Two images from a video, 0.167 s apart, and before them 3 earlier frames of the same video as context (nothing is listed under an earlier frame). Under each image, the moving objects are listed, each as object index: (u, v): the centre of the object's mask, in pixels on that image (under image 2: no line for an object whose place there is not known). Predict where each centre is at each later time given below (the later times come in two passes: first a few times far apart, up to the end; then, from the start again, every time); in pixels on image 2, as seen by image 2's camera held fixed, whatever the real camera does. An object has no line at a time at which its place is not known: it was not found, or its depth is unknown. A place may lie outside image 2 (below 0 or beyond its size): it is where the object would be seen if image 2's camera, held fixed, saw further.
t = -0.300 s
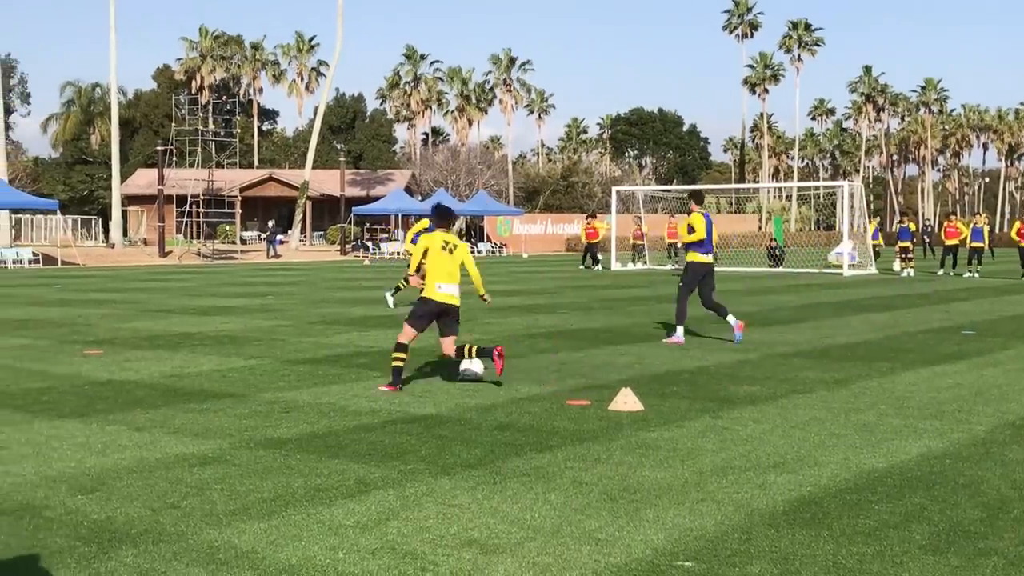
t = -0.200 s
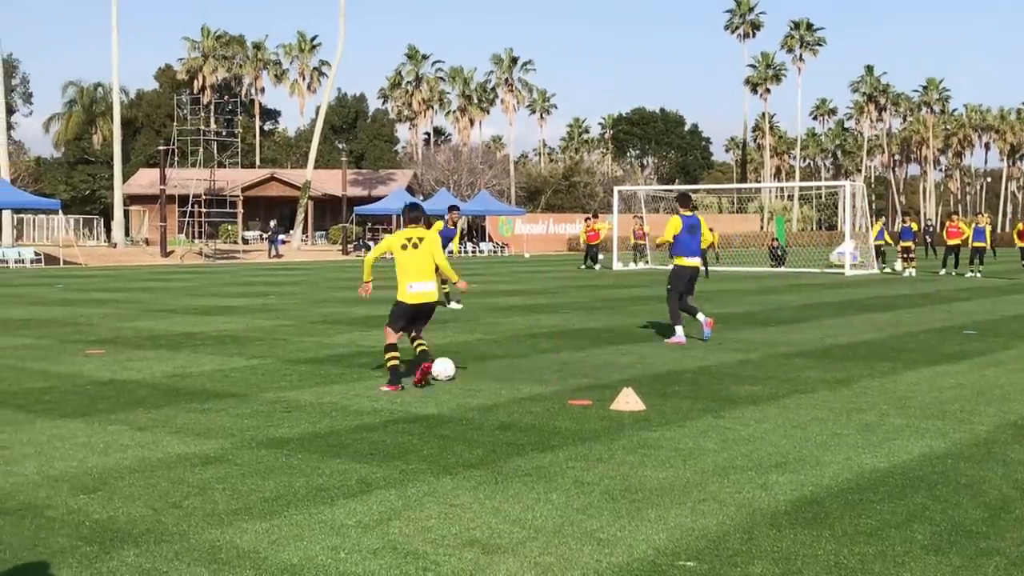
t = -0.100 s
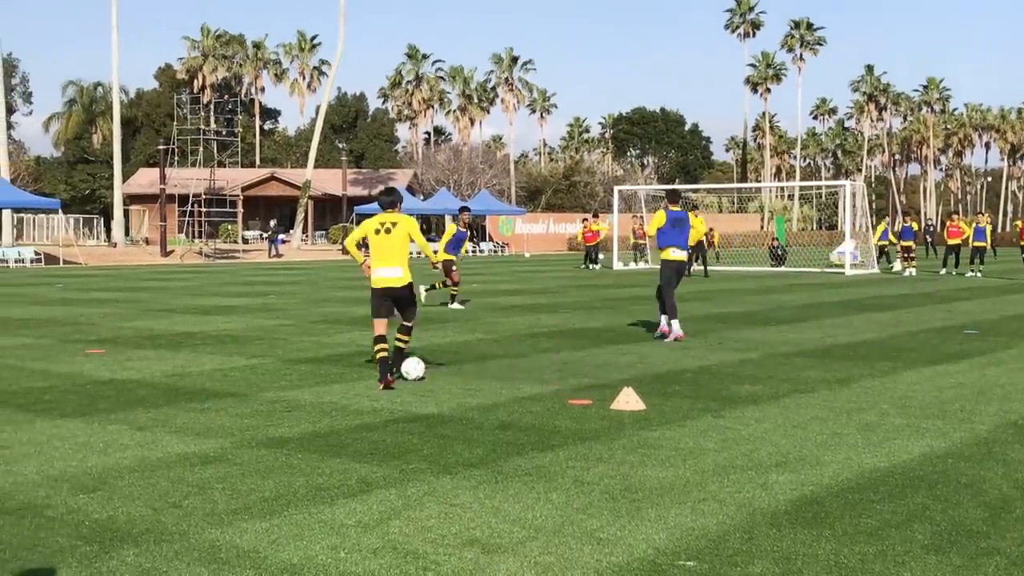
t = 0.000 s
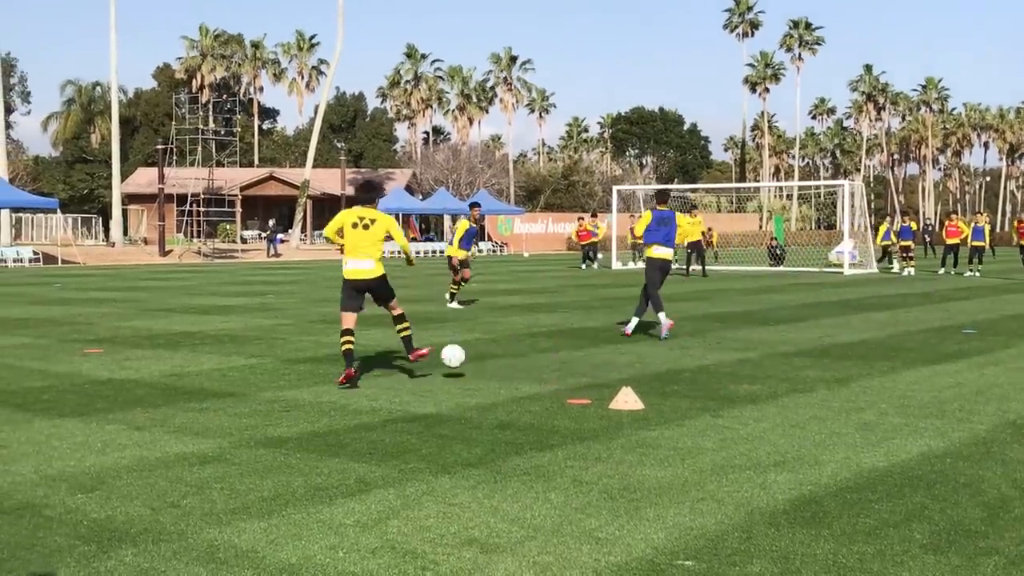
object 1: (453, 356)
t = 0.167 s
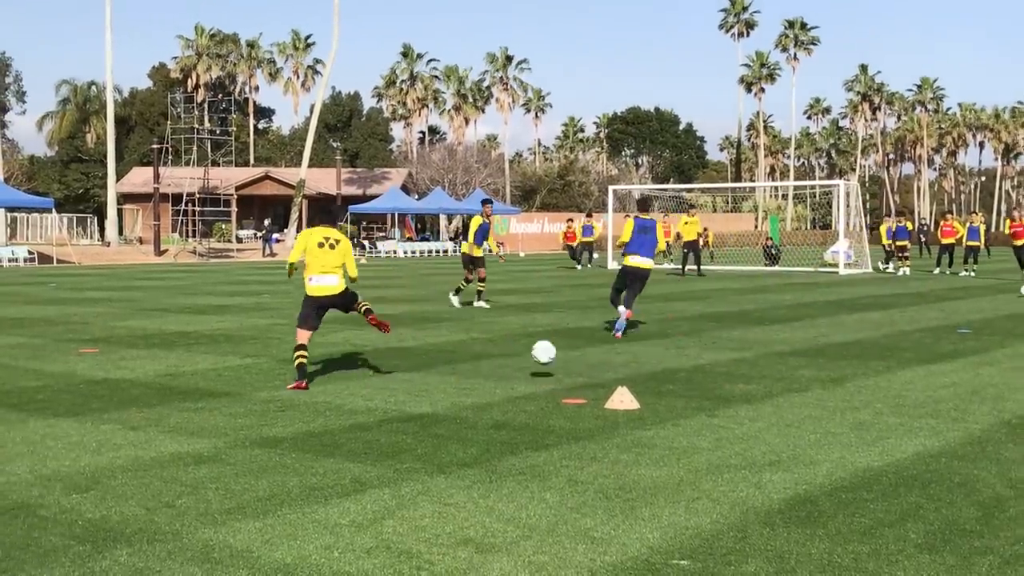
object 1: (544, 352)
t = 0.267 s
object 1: (600, 365)
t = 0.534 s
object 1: (693, 366)
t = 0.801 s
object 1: (777, 369)
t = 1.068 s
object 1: (858, 371)
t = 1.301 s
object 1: (924, 371)
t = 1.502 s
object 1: (977, 372)
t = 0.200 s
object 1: (562, 355)
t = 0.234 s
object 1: (581, 359)
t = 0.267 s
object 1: (600, 365)
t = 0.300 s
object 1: (619, 370)
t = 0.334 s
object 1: (629, 367)
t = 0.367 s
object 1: (640, 363)
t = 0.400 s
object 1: (650, 361)
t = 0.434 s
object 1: (661, 361)
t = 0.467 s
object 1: (671, 361)
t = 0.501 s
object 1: (682, 363)
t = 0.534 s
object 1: (693, 366)
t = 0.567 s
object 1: (703, 370)
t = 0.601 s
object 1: (714, 369)
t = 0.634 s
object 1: (724, 368)
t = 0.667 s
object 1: (735, 368)
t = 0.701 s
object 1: (746, 369)
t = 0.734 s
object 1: (757, 370)
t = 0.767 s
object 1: (767, 369)
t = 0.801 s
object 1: (777, 369)
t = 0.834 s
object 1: (788, 369)
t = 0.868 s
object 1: (798, 371)
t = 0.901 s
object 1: (808, 371)
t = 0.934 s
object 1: (818, 370)
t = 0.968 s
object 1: (829, 370)
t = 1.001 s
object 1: (838, 371)
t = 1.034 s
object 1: (848, 371)
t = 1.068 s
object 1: (858, 371)
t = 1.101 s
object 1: (867, 371)
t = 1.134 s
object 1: (877, 371)
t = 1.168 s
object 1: (887, 371)
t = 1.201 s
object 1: (896, 371)
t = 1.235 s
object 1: (905, 371)
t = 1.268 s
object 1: (915, 372)
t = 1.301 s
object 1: (924, 371)
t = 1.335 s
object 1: (933, 371)
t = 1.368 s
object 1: (942, 371)
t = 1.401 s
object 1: (951, 372)
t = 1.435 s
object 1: (960, 372)
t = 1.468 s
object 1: (968, 371)
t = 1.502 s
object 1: (977, 372)
